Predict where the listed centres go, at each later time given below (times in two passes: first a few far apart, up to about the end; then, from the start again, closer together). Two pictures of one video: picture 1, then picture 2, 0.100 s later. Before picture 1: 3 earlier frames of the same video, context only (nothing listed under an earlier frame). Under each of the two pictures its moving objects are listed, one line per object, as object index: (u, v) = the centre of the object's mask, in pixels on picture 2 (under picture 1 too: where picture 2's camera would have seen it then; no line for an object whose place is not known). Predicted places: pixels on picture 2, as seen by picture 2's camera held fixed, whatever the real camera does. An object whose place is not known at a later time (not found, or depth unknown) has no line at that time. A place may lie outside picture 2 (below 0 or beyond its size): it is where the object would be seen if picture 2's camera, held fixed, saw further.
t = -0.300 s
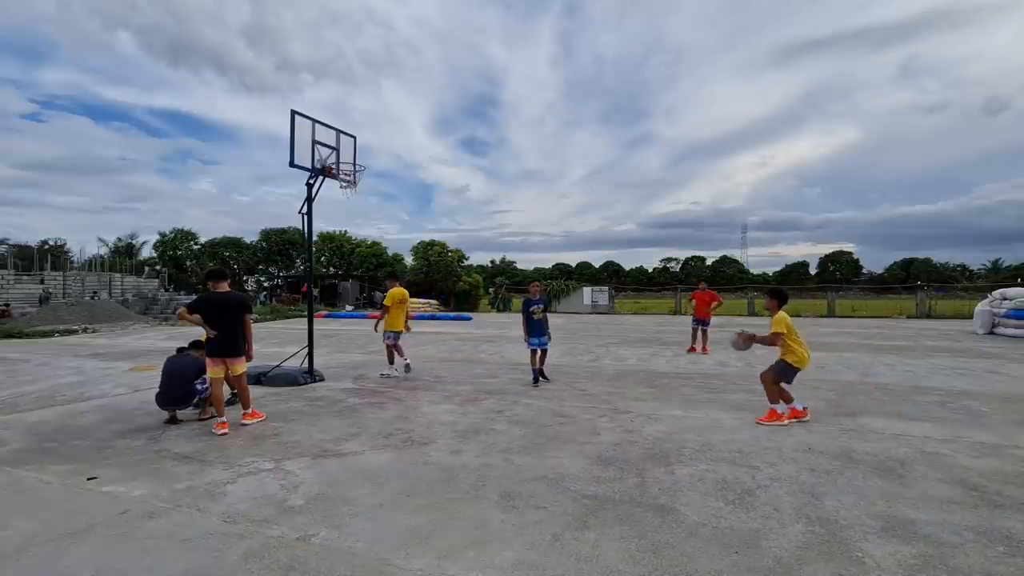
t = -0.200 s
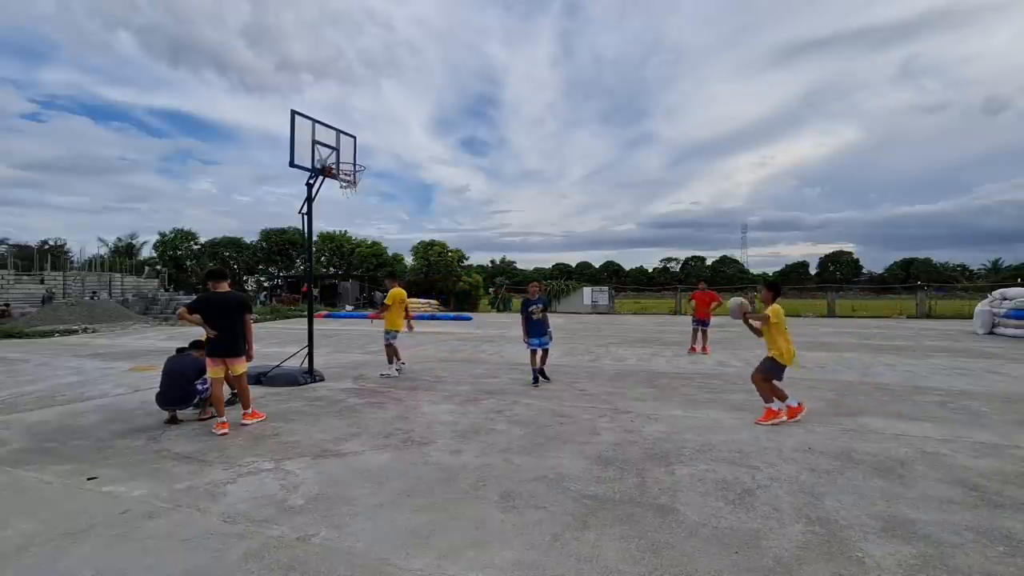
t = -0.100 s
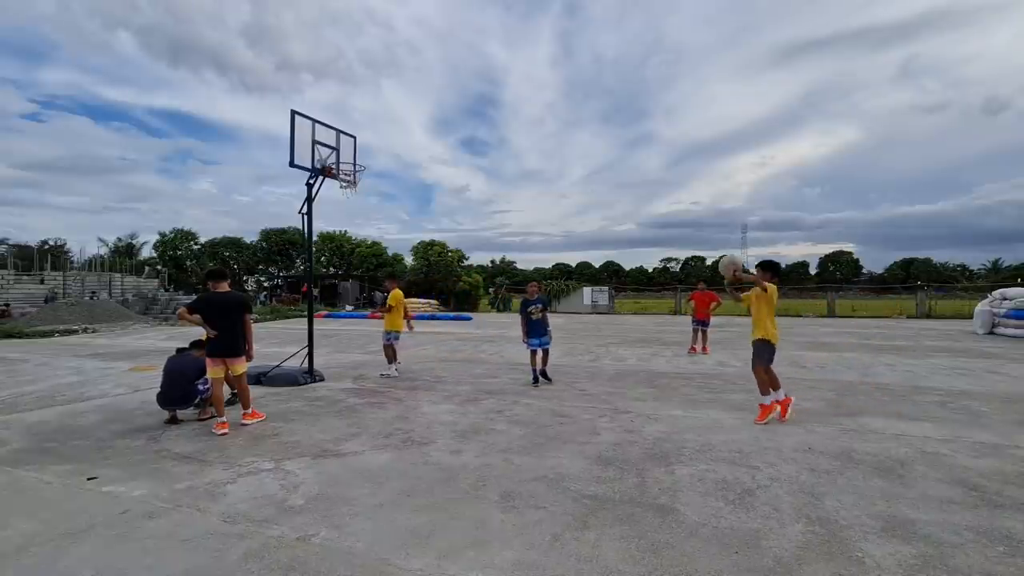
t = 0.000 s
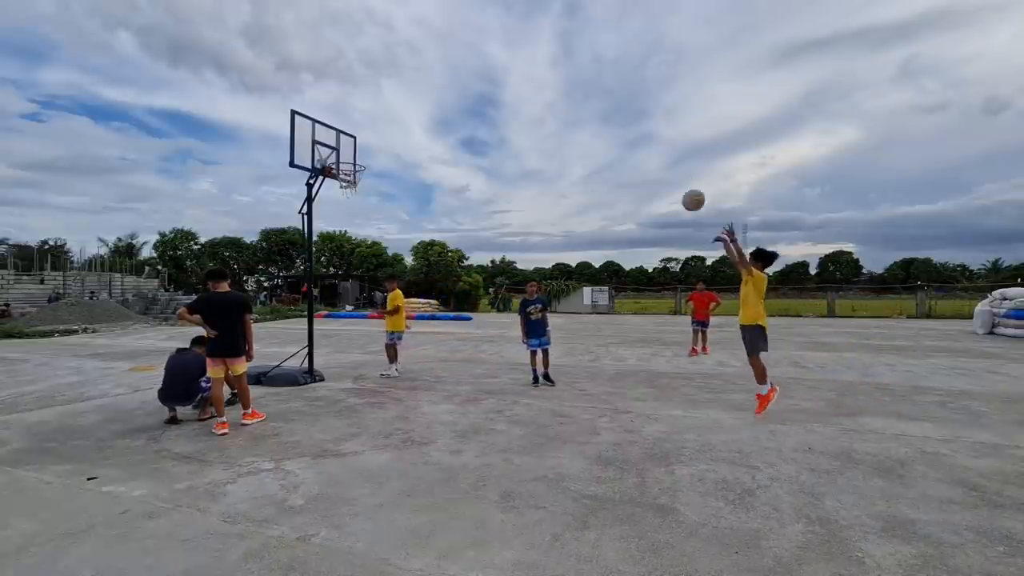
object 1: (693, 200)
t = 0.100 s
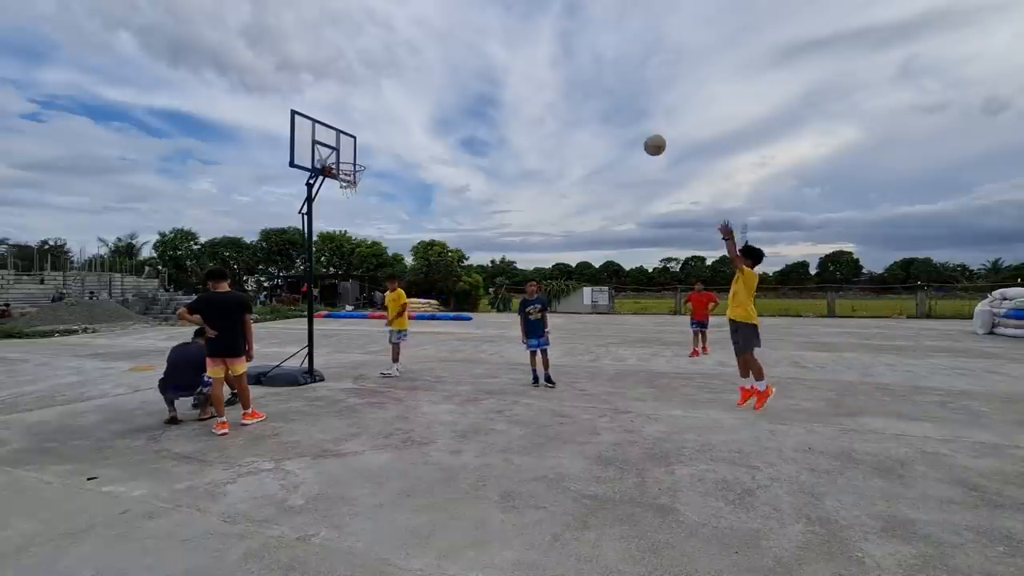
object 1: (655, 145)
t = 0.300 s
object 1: (585, 70)
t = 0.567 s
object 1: (503, 30)
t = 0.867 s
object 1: (425, 56)
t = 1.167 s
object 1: (358, 142)
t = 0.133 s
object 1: (642, 130)
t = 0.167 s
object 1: (630, 115)
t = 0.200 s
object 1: (618, 102)
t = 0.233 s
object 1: (607, 90)
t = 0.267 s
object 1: (596, 79)
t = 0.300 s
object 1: (585, 70)
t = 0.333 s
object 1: (574, 61)
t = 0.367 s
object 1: (563, 54)
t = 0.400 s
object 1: (553, 48)
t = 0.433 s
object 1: (542, 42)
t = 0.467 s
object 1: (532, 38)
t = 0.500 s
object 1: (522, 34)
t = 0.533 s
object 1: (512, 32)
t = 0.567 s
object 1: (503, 30)
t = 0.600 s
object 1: (494, 30)
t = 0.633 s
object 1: (485, 30)
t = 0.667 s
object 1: (476, 31)
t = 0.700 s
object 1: (467, 34)
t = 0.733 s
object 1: (458, 36)
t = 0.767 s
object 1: (450, 40)
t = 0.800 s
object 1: (441, 44)
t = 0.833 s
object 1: (433, 50)
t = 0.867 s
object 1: (425, 56)
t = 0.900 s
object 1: (417, 63)
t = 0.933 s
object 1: (409, 70)
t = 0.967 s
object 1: (402, 78)
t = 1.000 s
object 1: (394, 87)
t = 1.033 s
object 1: (387, 97)
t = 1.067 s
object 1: (379, 107)
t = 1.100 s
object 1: (372, 118)
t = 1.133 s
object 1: (365, 130)
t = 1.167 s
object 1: (358, 142)
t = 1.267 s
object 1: (338, 178)
